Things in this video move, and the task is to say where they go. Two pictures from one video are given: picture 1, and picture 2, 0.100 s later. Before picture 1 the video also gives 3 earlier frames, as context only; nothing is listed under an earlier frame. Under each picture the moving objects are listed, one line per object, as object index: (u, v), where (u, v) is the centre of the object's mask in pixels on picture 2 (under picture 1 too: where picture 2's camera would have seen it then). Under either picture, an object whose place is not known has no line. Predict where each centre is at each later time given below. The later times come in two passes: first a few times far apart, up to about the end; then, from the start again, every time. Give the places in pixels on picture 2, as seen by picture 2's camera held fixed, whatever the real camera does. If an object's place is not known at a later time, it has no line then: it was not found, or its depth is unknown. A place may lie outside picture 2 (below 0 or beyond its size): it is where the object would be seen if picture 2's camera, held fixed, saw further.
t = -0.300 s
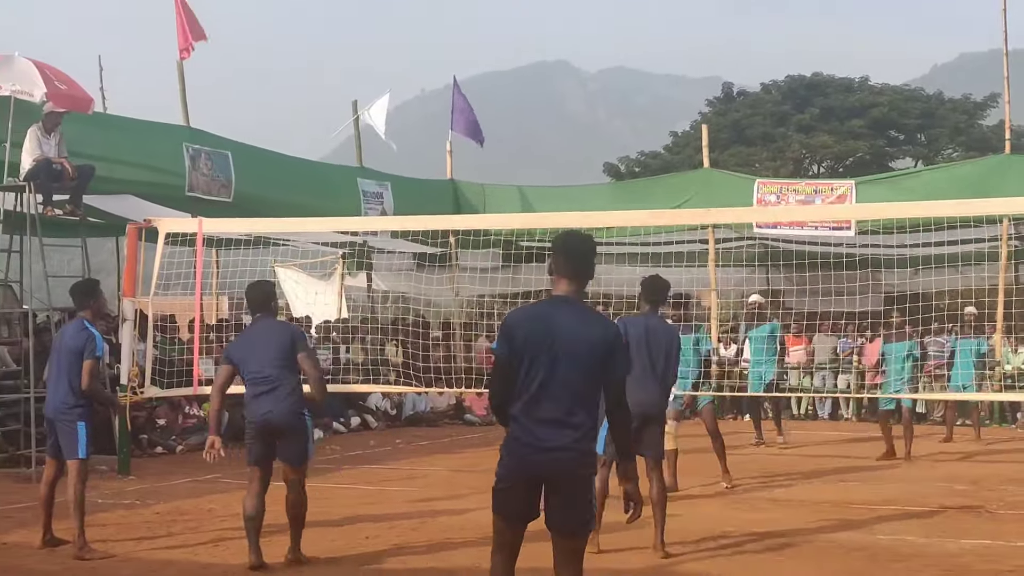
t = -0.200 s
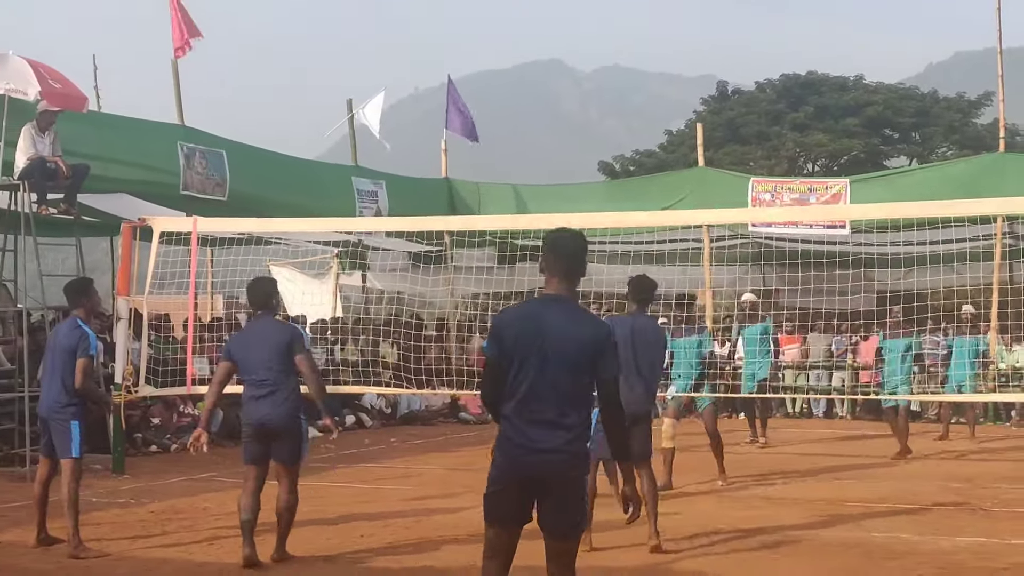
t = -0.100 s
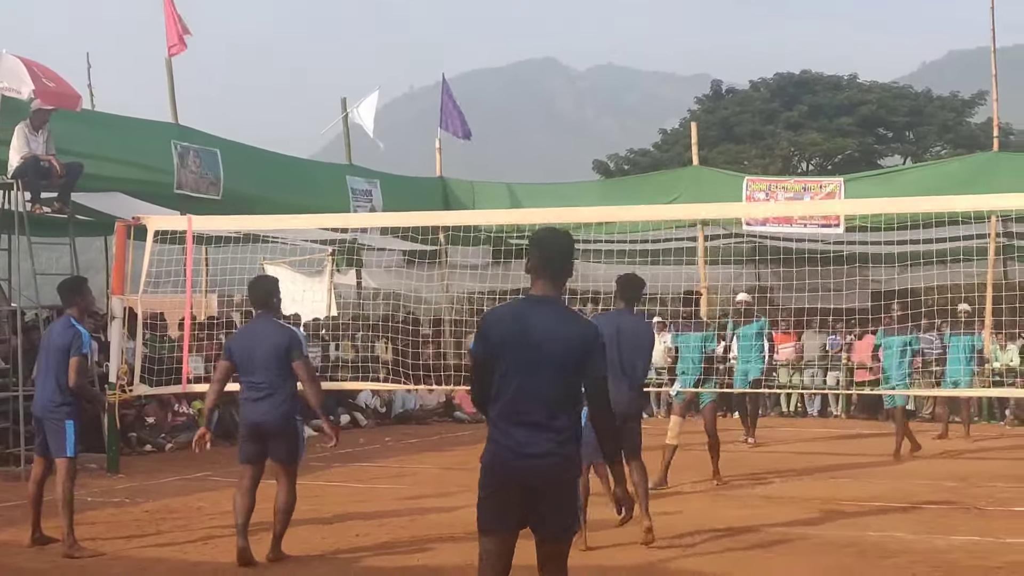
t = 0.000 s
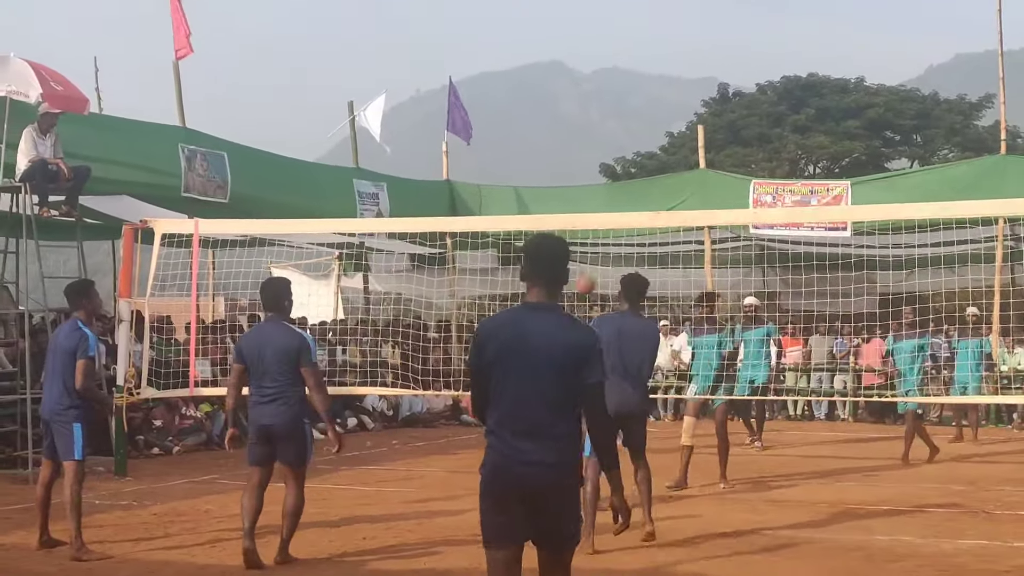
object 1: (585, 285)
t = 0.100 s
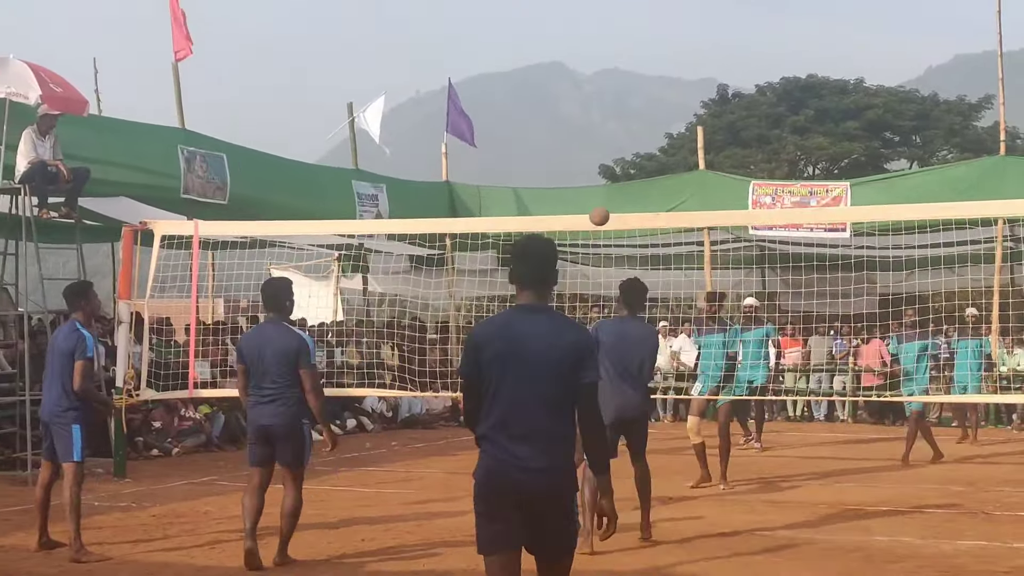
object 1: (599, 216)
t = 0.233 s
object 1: (620, 139)
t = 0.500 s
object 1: (665, 43)
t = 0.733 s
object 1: (709, 31)
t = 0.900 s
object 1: (742, 70)
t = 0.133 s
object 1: (605, 196)
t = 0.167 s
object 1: (608, 175)
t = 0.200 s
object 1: (615, 157)
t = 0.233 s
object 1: (620, 139)
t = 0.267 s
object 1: (625, 123)
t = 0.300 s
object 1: (631, 108)
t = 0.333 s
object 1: (636, 94)
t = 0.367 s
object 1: (642, 81)
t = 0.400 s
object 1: (647, 70)
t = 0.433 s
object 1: (653, 59)
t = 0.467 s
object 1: (658, 50)
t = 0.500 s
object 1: (665, 43)
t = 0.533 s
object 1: (671, 37)
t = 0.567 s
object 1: (677, 32)
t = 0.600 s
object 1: (683, 29)
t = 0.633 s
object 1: (689, 28)
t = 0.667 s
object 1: (695, 27)
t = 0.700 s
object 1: (702, 29)
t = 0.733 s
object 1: (709, 31)
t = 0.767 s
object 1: (716, 36)
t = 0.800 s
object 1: (722, 42)
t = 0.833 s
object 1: (729, 50)
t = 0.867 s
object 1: (735, 59)
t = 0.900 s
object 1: (742, 70)
